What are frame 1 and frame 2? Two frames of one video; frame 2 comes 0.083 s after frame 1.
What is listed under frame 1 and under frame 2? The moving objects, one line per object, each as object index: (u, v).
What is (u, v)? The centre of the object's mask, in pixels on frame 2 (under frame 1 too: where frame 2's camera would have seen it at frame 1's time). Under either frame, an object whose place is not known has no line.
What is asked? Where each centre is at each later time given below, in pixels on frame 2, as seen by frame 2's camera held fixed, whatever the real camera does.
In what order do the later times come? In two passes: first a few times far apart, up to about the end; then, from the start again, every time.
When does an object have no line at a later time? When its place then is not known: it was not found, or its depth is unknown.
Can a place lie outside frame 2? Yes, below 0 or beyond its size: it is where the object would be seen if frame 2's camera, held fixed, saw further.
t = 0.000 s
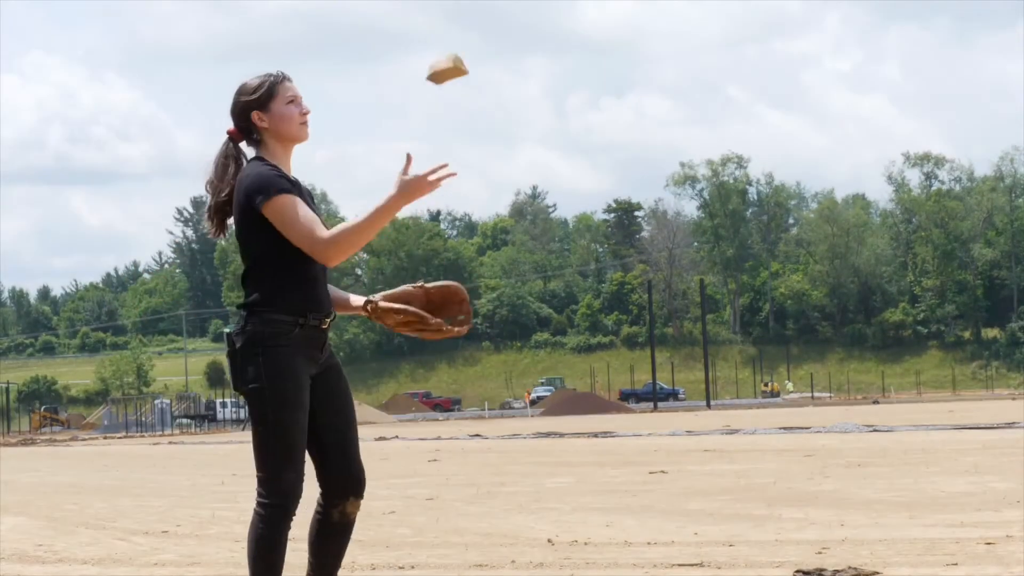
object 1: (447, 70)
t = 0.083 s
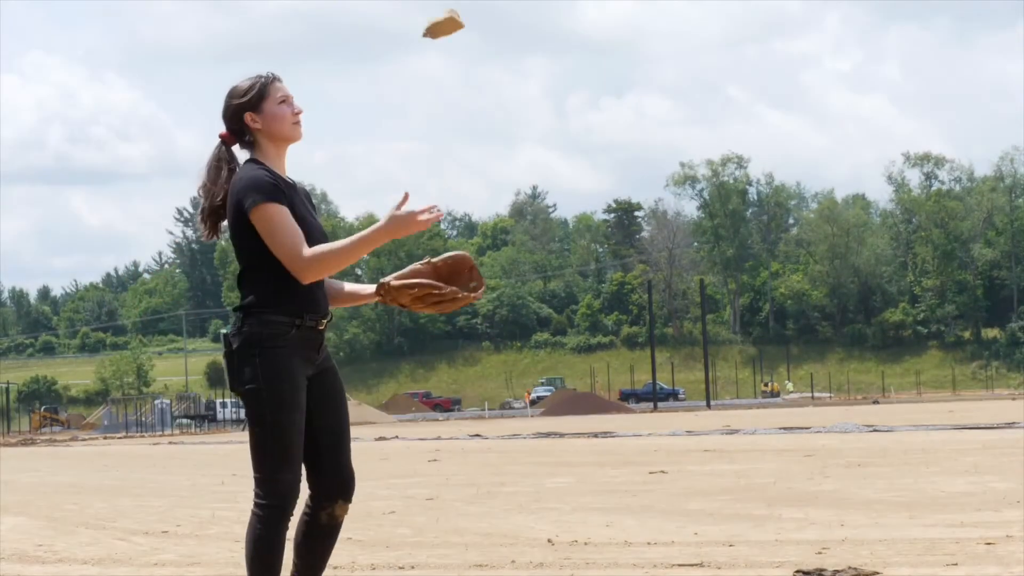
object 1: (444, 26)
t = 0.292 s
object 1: (438, 23)
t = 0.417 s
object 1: (438, 98)
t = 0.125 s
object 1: (442, 13)
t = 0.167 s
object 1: (439, 9)
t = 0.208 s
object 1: (438, 9)
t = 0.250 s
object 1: (438, 12)
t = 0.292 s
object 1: (438, 23)
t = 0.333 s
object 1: (438, 41)
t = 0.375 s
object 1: (438, 66)
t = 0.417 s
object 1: (438, 98)
